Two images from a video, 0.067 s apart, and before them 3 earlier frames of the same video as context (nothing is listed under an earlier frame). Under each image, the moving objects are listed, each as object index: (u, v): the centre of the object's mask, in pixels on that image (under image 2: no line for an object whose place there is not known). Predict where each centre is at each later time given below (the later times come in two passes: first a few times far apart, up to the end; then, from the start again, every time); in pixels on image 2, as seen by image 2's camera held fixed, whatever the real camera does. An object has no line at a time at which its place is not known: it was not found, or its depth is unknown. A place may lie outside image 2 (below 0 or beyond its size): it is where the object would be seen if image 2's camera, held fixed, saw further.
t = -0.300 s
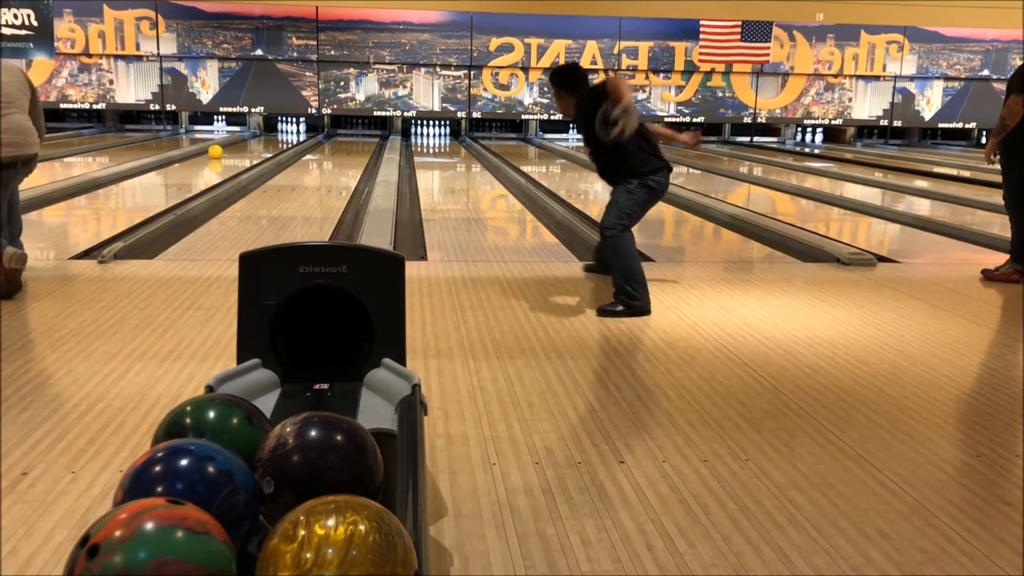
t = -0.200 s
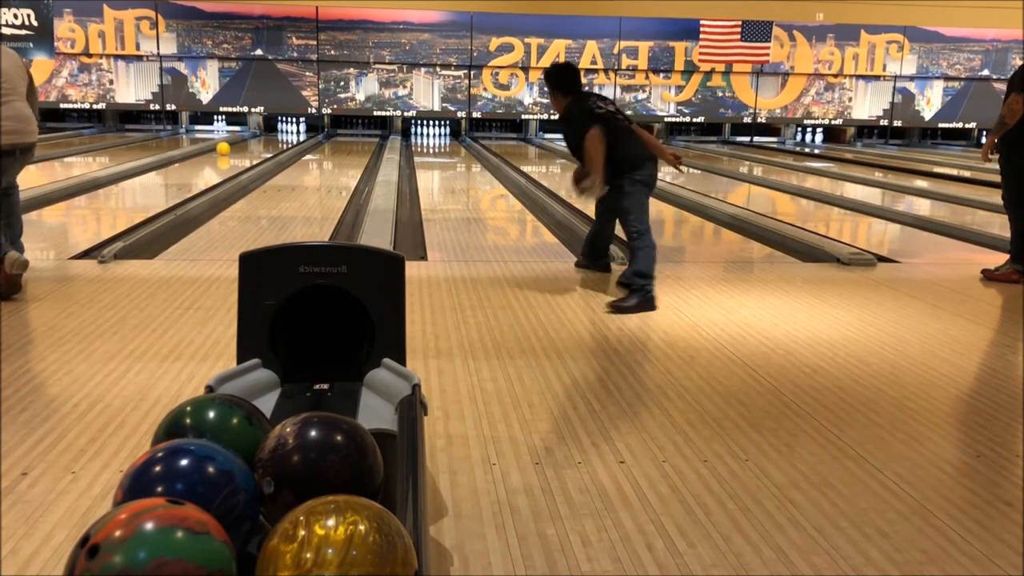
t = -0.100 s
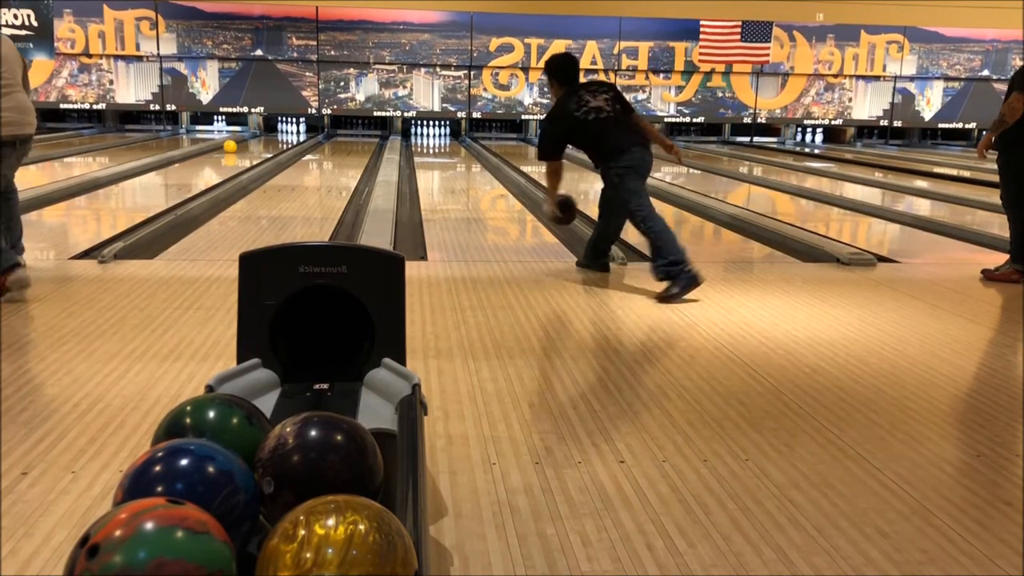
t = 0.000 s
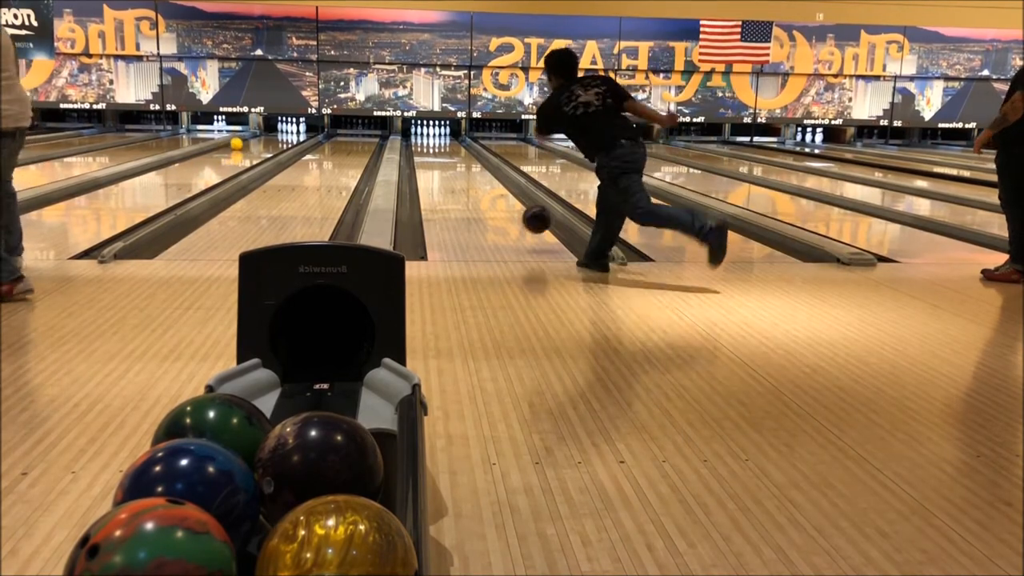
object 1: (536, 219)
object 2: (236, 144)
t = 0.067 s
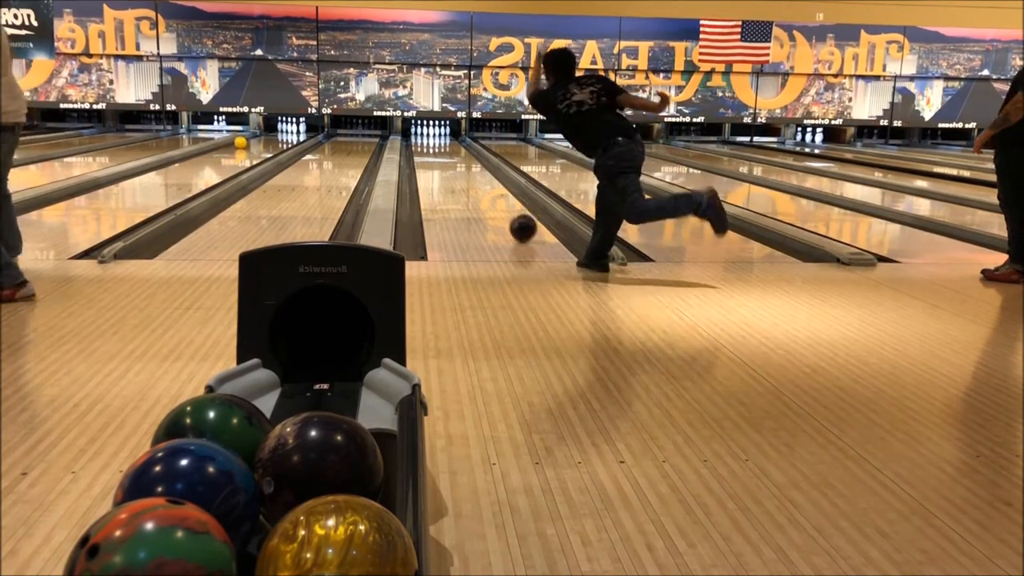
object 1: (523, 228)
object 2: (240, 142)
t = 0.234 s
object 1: (496, 209)
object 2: (249, 139)
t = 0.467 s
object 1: (470, 190)
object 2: (259, 135)
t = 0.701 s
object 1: (451, 176)
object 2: (268, 132)
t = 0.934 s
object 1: (438, 166)
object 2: (275, 129)
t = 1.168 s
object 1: (428, 158)
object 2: (277, 127)
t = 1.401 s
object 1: (421, 151)
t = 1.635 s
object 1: (417, 146)
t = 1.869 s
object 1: (415, 142)
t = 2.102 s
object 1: (415, 139)
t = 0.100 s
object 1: (517, 223)
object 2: (242, 142)
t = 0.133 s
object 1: (511, 216)
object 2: (244, 140)
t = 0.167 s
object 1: (506, 214)
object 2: (246, 141)
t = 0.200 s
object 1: (501, 212)
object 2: (247, 141)
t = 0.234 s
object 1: (496, 209)
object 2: (249, 139)
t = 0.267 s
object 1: (492, 206)
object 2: (250, 139)
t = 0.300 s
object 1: (488, 203)
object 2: (252, 138)
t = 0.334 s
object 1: (484, 201)
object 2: (253, 138)
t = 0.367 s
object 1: (480, 197)
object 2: (255, 136)
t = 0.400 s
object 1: (476, 194)
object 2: (256, 136)
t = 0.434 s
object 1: (473, 193)
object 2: (258, 136)
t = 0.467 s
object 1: (470, 190)
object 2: (259, 135)
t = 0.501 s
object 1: (467, 188)
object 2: (261, 135)
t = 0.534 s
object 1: (464, 186)
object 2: (262, 134)
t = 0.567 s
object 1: (461, 184)
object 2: (264, 134)
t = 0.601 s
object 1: (458, 182)
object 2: (264, 134)
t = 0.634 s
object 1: (456, 180)
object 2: (266, 133)
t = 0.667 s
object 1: (453, 178)
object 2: (267, 132)
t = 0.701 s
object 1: (451, 176)
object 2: (268, 132)
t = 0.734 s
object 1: (449, 175)
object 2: (269, 131)
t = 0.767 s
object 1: (447, 173)
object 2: (270, 131)
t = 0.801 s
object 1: (445, 172)
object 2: (271, 131)
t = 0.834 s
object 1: (443, 170)
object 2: (272, 130)
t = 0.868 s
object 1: (441, 168)
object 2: (273, 130)
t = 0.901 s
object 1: (439, 167)
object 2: (274, 130)
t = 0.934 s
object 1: (438, 166)
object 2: (275, 129)
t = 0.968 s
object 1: (436, 164)
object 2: (275, 129)
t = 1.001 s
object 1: (434, 163)
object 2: (277, 128)
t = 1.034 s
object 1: (433, 162)
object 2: (278, 128)
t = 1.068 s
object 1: (432, 160)
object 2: (278, 128)
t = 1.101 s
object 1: (430, 159)
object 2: (279, 127)
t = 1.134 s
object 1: (429, 159)
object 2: (278, 127)
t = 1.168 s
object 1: (428, 158)
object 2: (277, 127)
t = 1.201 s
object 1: (427, 156)
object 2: (276, 127)
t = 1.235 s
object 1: (425, 156)
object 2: (275, 128)
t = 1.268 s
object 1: (424, 155)
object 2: (275, 128)
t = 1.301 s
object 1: (423, 154)
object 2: (277, 130)
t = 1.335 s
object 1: (422, 153)
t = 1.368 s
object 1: (421, 152)
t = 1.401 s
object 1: (421, 151)
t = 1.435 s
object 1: (420, 150)
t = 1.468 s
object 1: (419, 149)
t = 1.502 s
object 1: (419, 149)
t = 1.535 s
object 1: (418, 148)
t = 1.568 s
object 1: (418, 148)
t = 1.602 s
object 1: (417, 147)
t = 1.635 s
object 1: (417, 146)
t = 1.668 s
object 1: (416, 145)
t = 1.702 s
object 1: (416, 144)
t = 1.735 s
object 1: (415, 144)
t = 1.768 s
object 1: (415, 143)
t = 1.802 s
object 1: (415, 143)
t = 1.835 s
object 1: (415, 143)
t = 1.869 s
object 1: (415, 142)
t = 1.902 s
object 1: (415, 141)
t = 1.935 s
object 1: (415, 141)
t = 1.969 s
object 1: (415, 141)
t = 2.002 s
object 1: (415, 140)
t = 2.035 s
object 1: (415, 140)
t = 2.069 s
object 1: (415, 139)
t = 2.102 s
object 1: (415, 139)
